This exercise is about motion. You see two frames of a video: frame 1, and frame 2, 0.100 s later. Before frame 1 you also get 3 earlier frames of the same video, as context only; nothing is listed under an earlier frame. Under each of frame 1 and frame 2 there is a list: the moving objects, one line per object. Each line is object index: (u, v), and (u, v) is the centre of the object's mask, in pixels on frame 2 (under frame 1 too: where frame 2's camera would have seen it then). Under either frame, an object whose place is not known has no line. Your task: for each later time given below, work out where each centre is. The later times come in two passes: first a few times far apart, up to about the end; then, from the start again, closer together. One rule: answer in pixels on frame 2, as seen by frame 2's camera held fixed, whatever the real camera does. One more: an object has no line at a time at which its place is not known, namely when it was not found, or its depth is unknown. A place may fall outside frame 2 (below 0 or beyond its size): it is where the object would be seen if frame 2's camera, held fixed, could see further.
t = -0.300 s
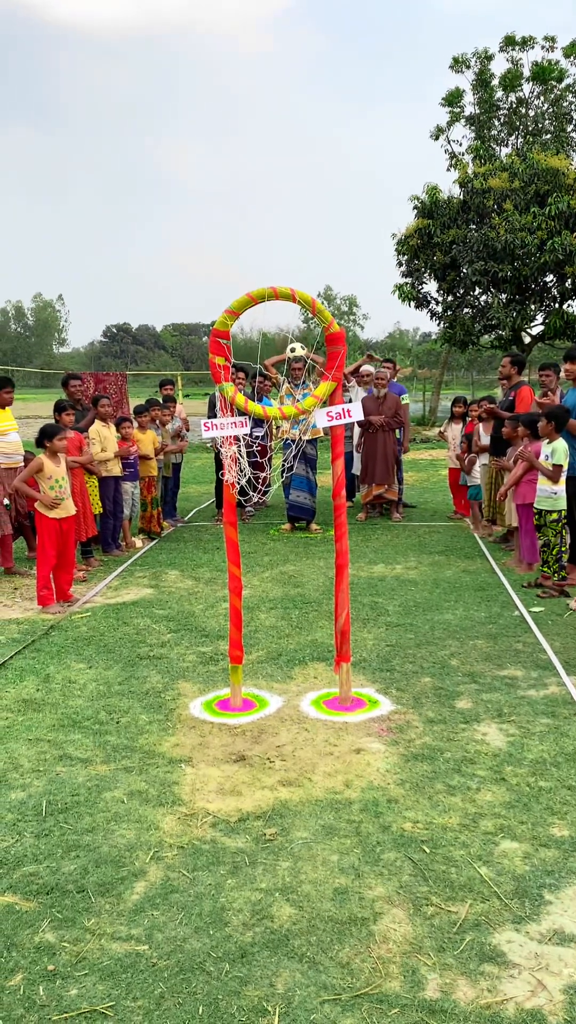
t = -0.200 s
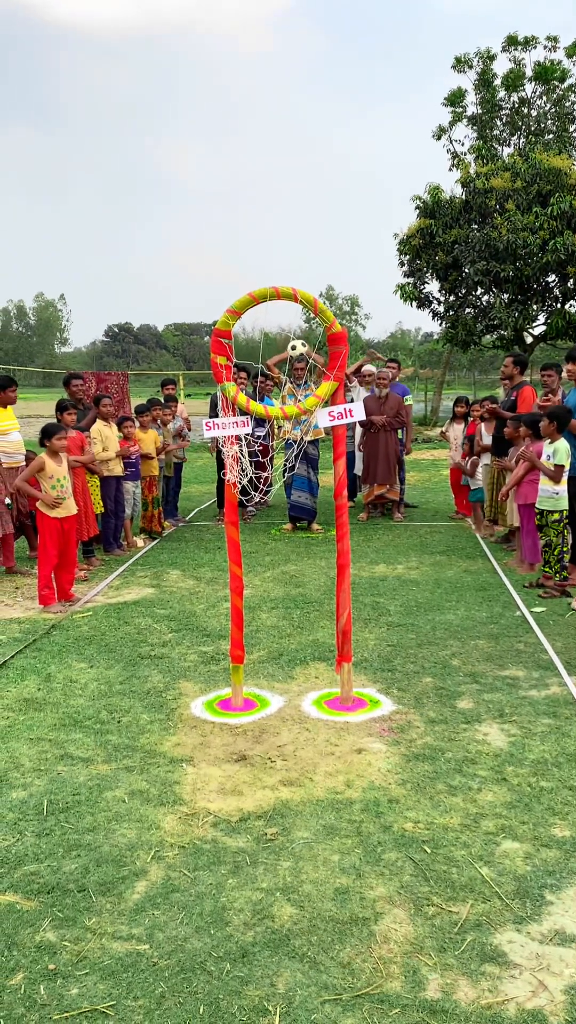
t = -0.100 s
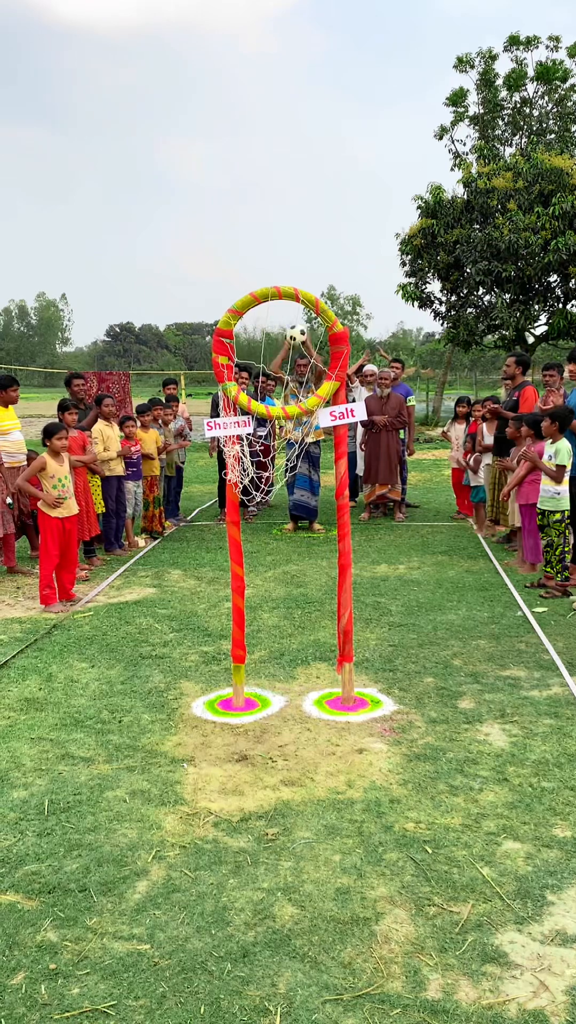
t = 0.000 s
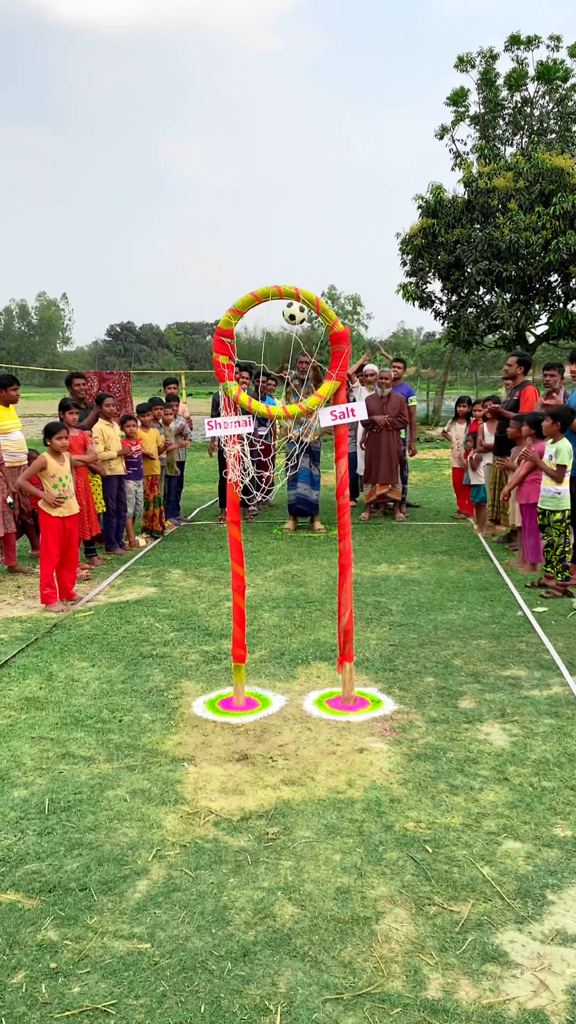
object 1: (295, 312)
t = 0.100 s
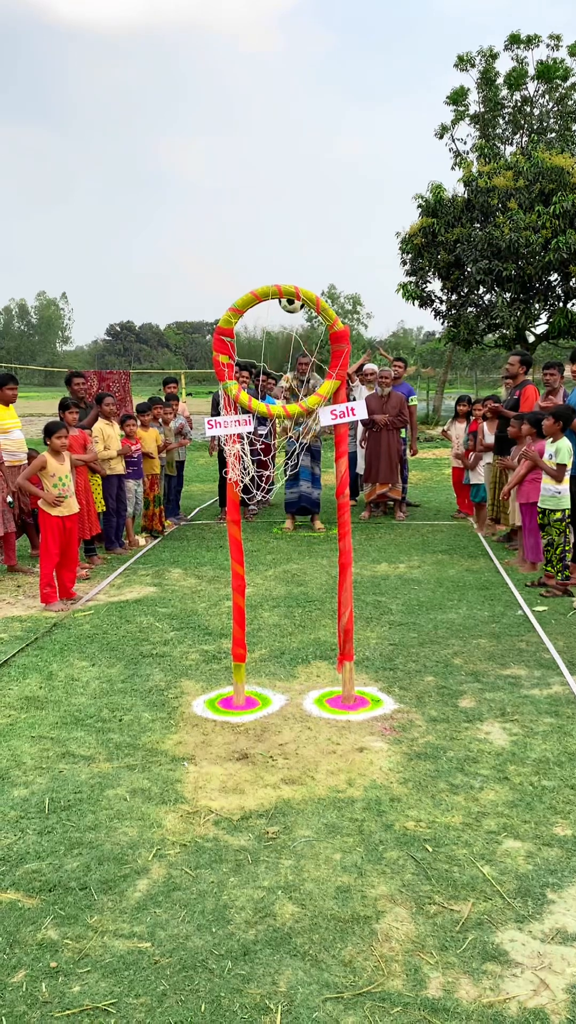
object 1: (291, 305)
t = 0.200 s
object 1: (288, 306)
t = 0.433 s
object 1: (282, 376)
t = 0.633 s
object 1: (263, 340)
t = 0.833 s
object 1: (258, 379)
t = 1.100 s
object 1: (278, 453)
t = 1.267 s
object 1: (305, 438)
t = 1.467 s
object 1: (319, 461)
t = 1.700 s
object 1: (288, 490)
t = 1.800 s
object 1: (265, 492)
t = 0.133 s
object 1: (290, 305)
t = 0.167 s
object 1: (289, 305)
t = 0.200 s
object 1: (288, 306)
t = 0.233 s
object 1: (288, 308)
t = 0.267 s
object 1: (287, 311)
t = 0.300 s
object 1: (287, 316)
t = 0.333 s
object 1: (286, 324)
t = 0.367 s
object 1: (285, 337)
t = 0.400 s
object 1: (283, 355)
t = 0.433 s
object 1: (282, 376)
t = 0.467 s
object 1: (280, 376)
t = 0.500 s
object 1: (277, 367)
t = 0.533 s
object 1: (273, 357)
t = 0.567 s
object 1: (269, 350)
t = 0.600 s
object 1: (266, 343)
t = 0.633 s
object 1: (263, 340)
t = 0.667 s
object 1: (263, 341)
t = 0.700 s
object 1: (262, 343)
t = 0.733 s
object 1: (261, 347)
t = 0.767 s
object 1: (260, 356)
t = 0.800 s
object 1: (259, 367)
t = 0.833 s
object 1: (258, 379)
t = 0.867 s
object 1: (257, 394)
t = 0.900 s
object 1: (257, 413)
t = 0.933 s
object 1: (256, 433)
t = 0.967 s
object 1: (257, 451)
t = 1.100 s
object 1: (278, 453)
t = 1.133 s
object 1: (285, 452)
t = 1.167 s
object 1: (291, 447)
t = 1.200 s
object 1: (296, 441)
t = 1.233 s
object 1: (302, 438)
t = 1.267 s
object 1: (305, 438)
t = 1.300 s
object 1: (309, 437)
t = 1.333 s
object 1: (312, 439)
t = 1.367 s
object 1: (315, 444)
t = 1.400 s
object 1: (317, 449)
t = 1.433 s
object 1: (318, 456)
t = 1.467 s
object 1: (319, 461)
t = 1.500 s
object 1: (318, 464)
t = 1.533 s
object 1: (317, 469)
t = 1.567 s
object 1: (314, 474)
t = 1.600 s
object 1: (309, 479)
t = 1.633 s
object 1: (302, 484)
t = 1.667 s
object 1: (295, 487)
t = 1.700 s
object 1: (288, 490)
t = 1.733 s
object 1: (280, 492)
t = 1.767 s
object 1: (272, 492)
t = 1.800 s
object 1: (265, 492)
